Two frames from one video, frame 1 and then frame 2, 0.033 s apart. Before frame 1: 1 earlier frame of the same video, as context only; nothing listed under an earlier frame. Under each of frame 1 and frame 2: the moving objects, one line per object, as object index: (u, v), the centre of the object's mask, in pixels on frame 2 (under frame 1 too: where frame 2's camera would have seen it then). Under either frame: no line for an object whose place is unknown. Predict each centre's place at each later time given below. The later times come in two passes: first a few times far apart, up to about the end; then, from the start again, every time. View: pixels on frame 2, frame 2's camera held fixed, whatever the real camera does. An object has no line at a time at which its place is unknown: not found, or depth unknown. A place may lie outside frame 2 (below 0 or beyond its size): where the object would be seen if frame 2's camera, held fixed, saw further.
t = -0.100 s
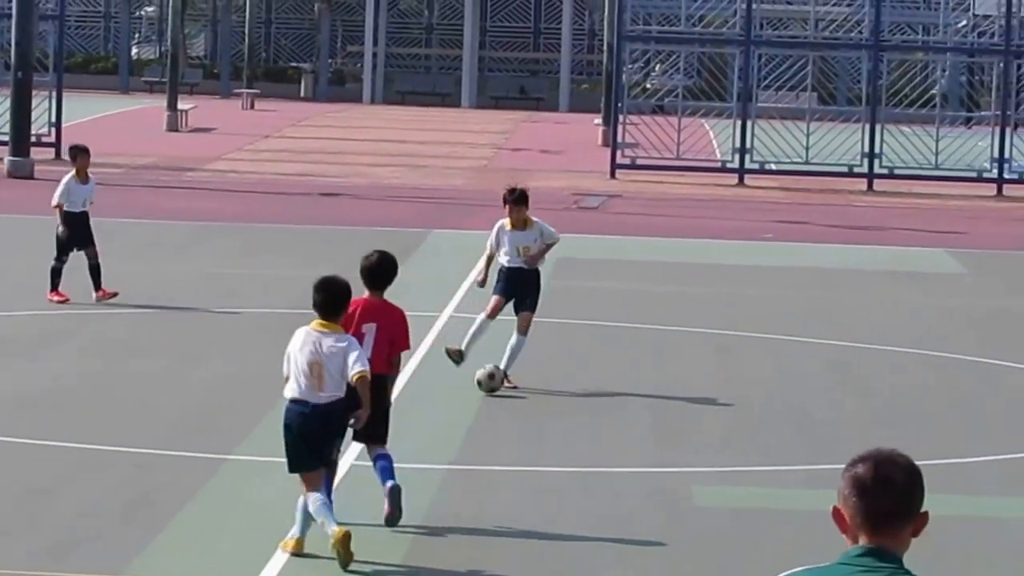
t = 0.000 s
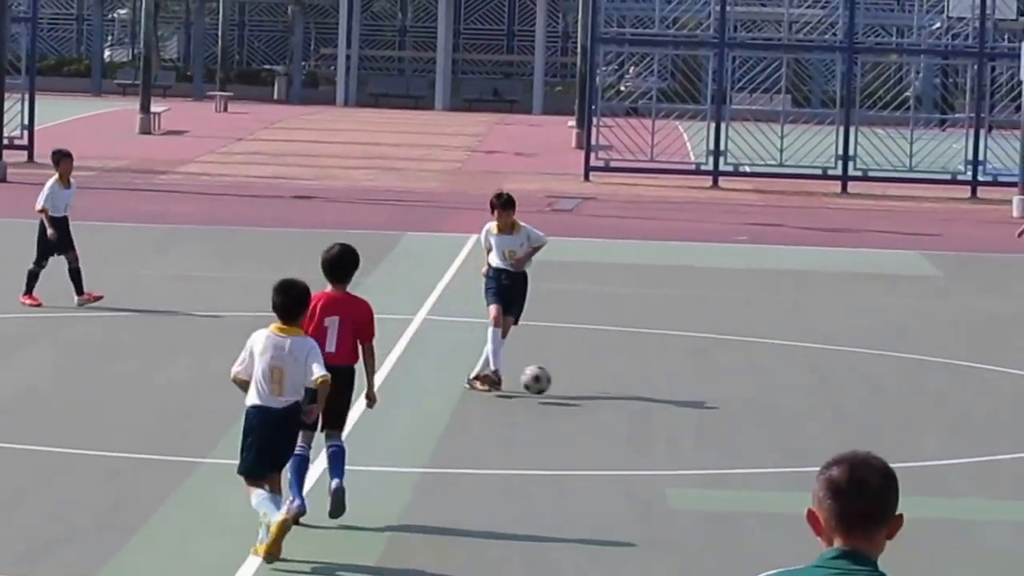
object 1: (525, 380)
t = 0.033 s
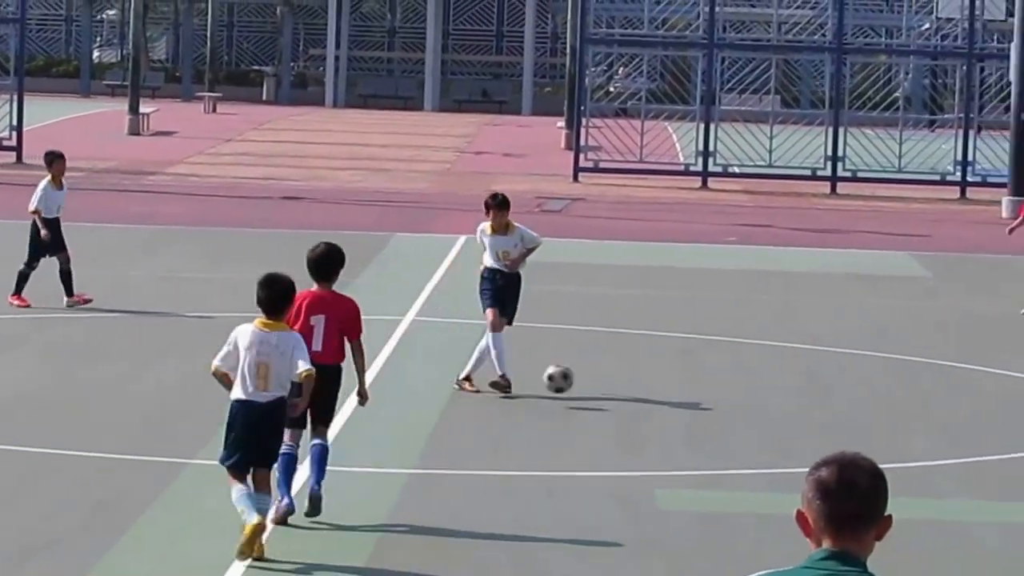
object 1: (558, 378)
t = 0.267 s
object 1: (790, 415)
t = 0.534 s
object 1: (1037, 431)
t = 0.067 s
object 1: (591, 378)
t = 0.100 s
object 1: (624, 380)
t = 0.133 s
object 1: (655, 383)
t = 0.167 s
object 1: (688, 388)
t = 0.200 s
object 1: (722, 395)
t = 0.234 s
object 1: (756, 404)
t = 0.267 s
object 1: (790, 415)
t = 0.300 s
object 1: (821, 413)
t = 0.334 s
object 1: (851, 413)
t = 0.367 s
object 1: (881, 413)
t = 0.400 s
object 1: (913, 415)
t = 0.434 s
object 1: (943, 421)
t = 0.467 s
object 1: (974, 428)
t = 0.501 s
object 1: (1006, 435)
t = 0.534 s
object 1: (1037, 431)
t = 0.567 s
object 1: (1068, 428)
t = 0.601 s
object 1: (1101, 427)
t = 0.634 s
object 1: (1134, 428)
